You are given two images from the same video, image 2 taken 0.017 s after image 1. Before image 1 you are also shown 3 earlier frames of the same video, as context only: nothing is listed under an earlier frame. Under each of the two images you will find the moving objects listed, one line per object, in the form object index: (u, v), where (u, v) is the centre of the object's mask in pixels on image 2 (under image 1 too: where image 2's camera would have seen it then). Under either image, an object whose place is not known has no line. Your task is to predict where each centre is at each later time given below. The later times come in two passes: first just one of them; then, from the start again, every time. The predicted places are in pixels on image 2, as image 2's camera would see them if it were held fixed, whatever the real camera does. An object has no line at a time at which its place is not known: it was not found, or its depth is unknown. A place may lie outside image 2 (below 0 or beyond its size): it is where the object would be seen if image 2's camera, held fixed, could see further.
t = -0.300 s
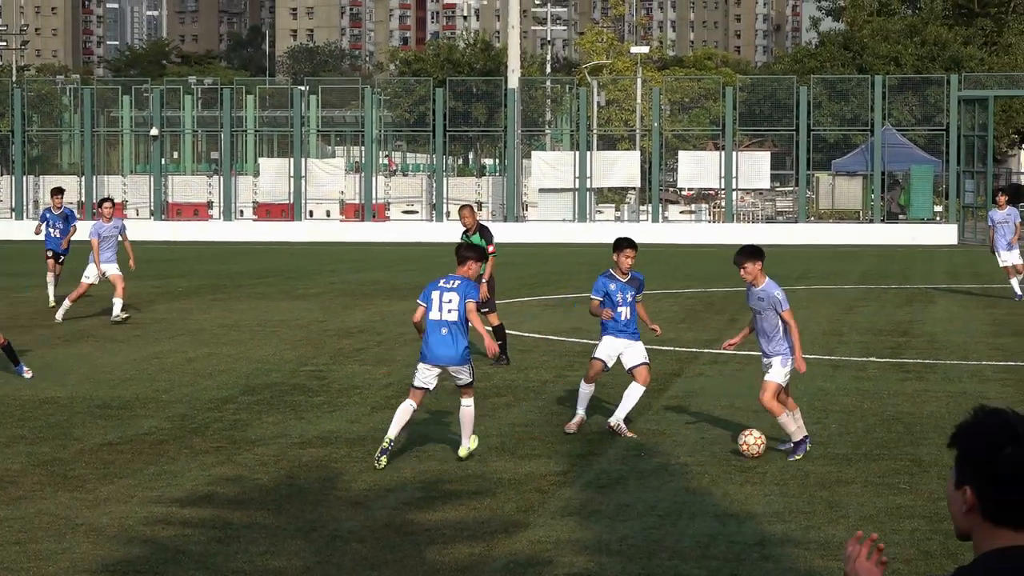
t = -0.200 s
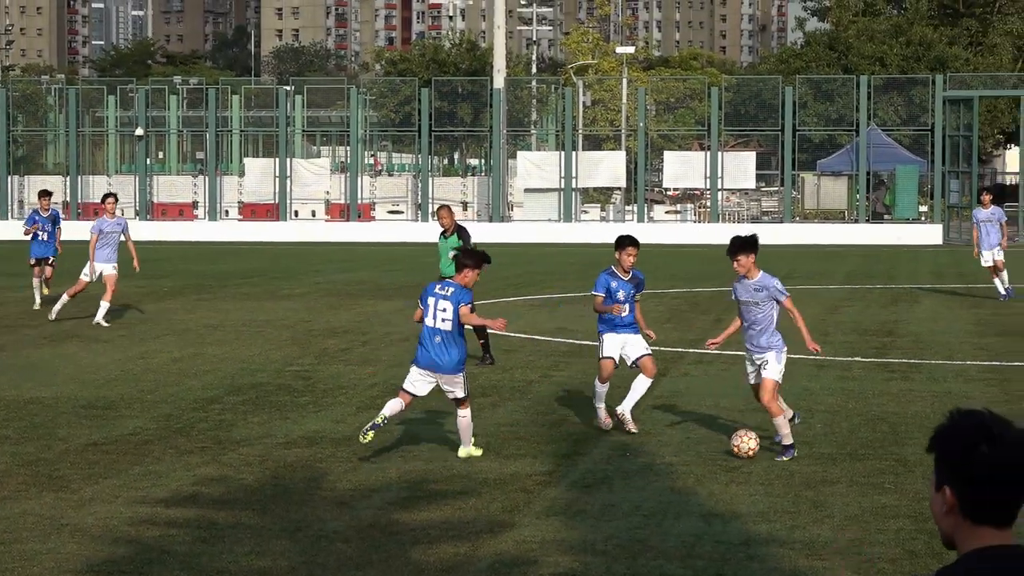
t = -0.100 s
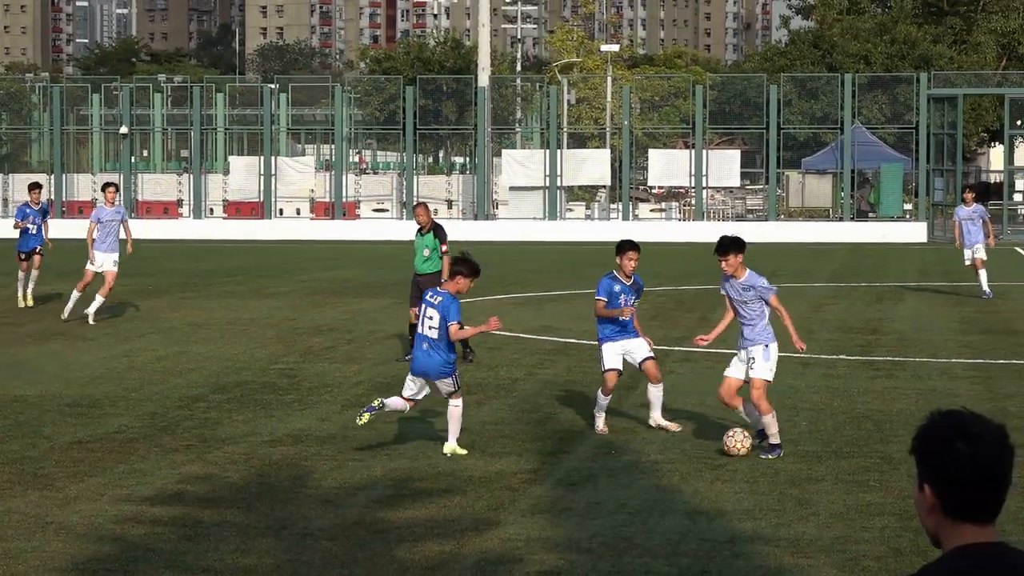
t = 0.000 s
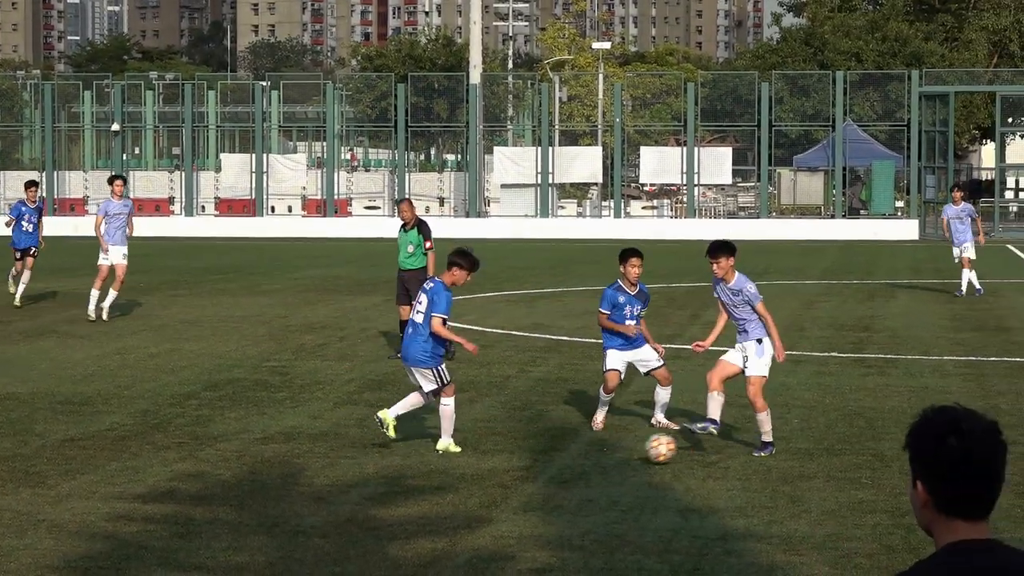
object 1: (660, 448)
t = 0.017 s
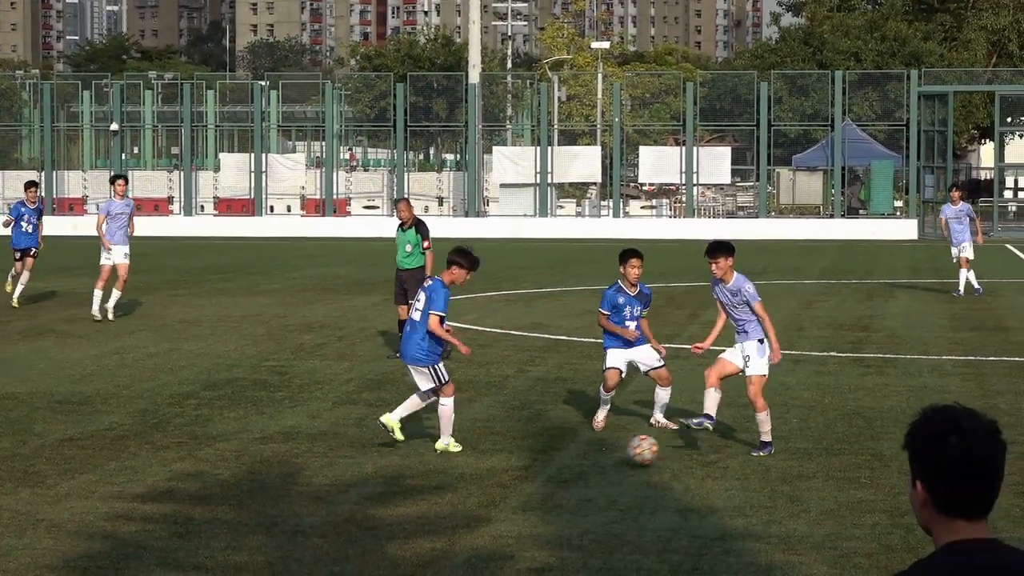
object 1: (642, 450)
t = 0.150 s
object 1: (505, 472)
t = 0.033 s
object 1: (625, 452)
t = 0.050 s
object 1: (608, 456)
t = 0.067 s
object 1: (590, 461)
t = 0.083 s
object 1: (572, 463)
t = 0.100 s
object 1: (555, 466)
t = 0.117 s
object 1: (538, 468)
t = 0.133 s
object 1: (521, 470)
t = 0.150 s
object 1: (505, 472)
